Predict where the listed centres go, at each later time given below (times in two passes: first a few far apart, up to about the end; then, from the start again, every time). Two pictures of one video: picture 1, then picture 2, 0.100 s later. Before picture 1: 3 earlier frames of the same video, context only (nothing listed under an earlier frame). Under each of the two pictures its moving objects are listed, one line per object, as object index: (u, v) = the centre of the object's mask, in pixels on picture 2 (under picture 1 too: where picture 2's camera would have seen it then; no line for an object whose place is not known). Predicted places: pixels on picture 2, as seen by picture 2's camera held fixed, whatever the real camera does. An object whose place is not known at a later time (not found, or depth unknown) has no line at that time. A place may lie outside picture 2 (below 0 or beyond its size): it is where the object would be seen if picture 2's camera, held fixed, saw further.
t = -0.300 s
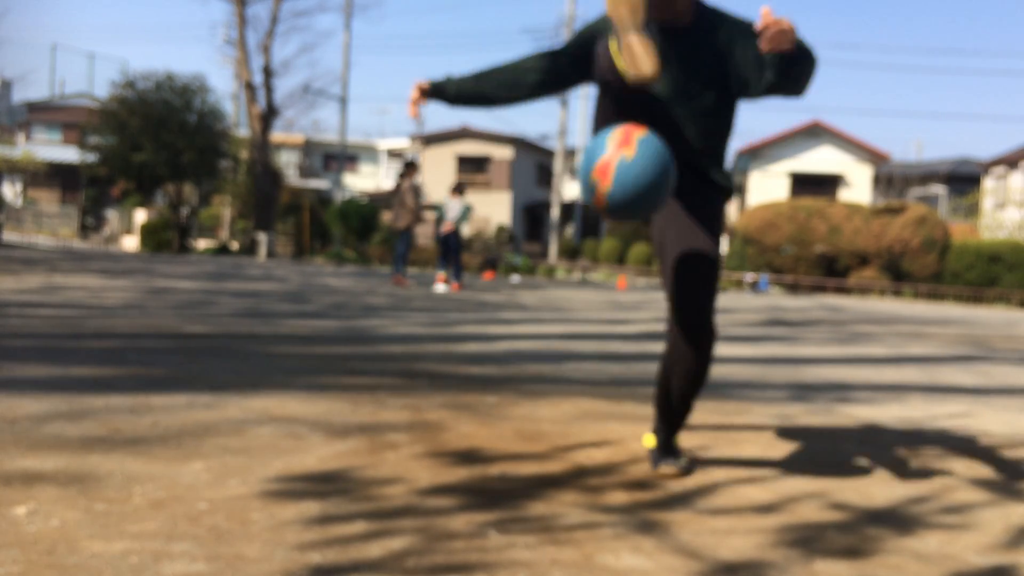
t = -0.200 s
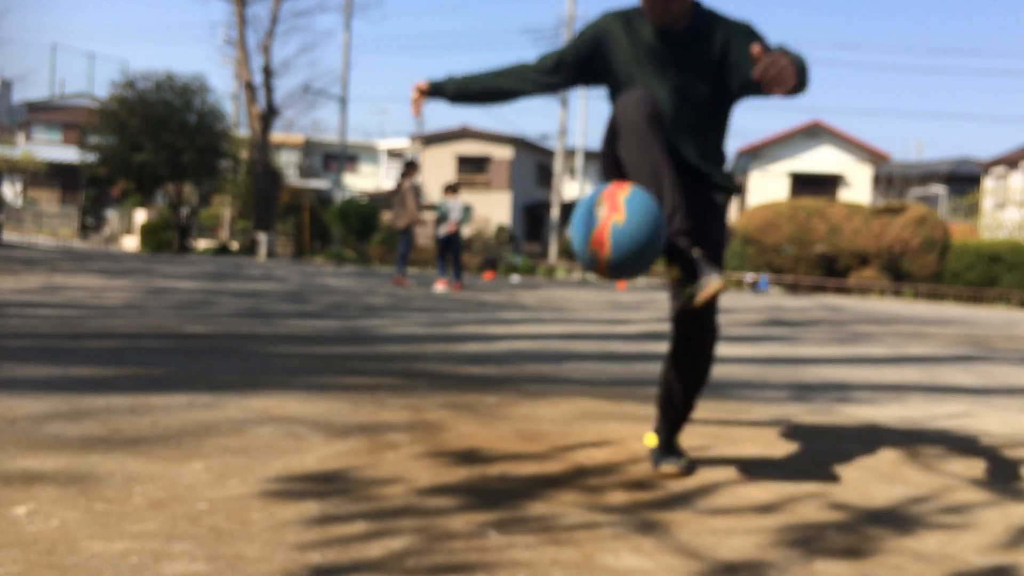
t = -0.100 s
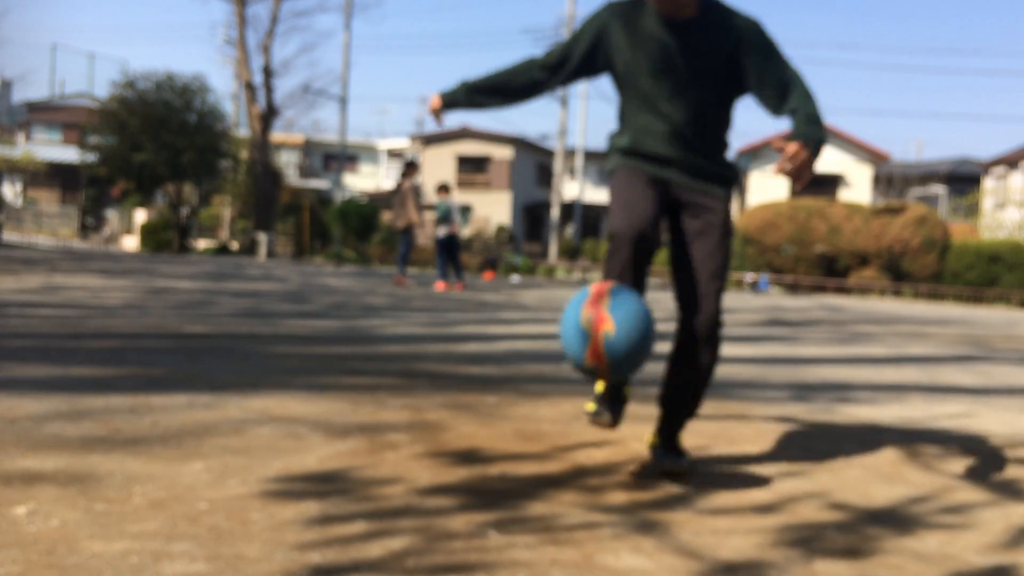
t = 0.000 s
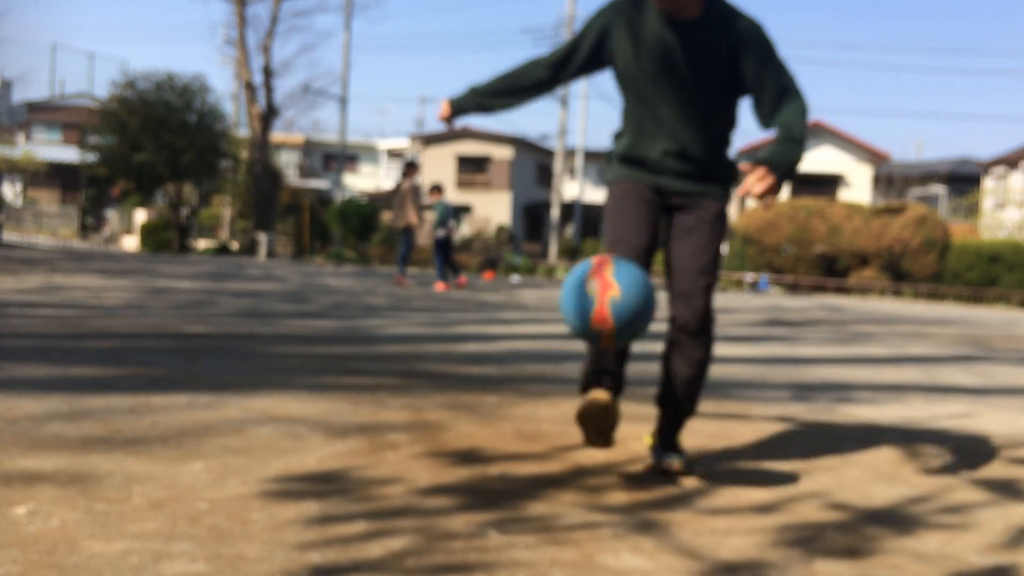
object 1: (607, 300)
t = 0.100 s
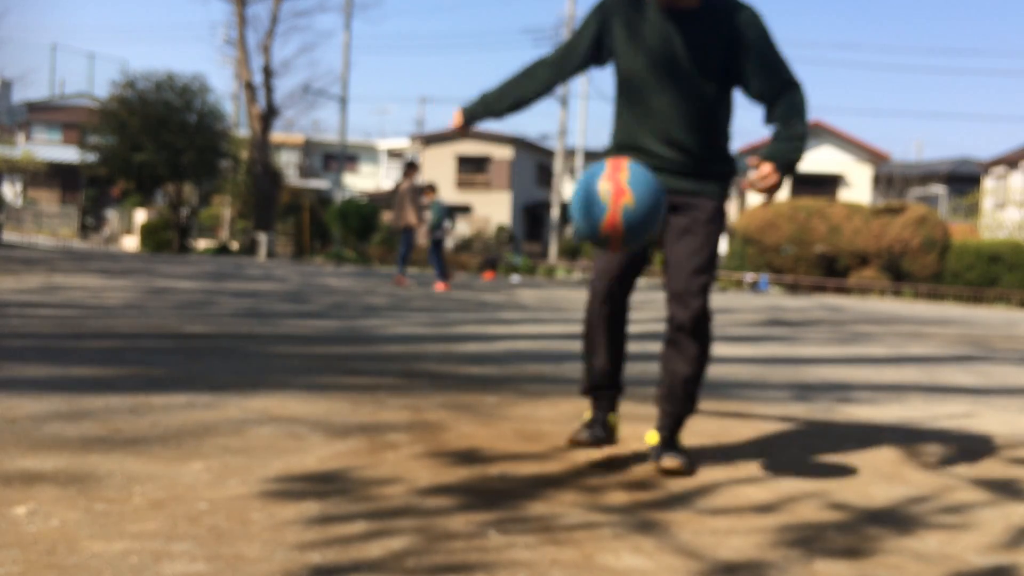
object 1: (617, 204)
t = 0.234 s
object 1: (627, 135)
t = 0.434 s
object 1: (630, 167)
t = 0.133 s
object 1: (620, 181)
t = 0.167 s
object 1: (623, 161)
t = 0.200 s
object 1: (625, 146)
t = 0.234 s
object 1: (627, 135)
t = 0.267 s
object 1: (628, 130)
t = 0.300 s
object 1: (628, 128)
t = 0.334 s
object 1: (629, 132)
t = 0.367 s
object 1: (630, 138)
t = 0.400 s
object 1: (630, 151)
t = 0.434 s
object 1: (630, 167)
